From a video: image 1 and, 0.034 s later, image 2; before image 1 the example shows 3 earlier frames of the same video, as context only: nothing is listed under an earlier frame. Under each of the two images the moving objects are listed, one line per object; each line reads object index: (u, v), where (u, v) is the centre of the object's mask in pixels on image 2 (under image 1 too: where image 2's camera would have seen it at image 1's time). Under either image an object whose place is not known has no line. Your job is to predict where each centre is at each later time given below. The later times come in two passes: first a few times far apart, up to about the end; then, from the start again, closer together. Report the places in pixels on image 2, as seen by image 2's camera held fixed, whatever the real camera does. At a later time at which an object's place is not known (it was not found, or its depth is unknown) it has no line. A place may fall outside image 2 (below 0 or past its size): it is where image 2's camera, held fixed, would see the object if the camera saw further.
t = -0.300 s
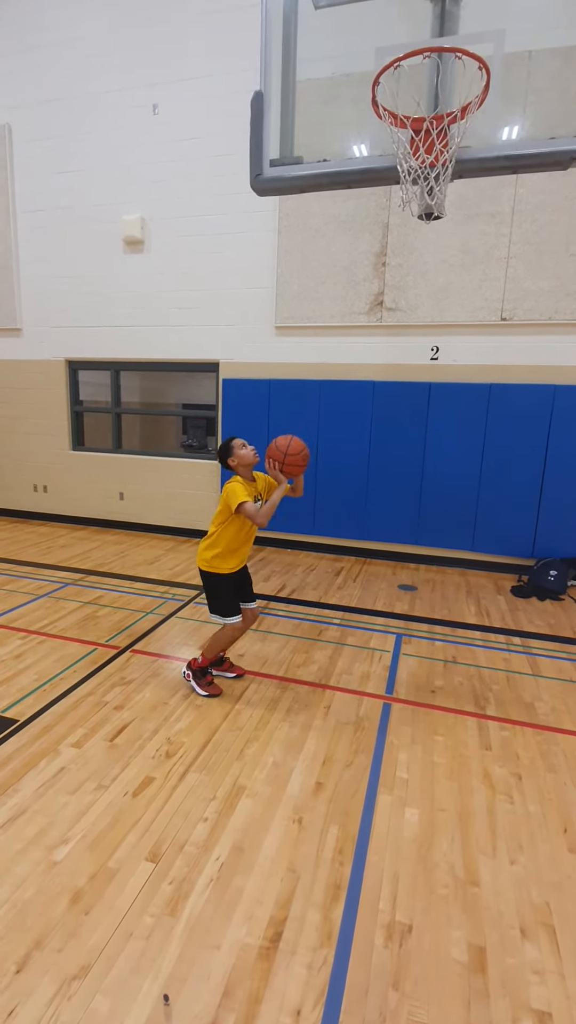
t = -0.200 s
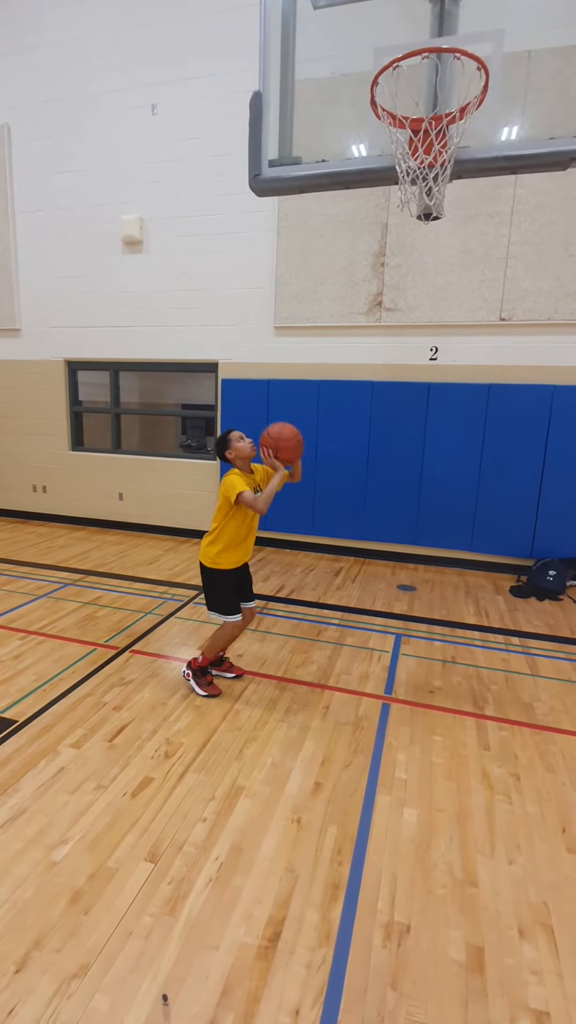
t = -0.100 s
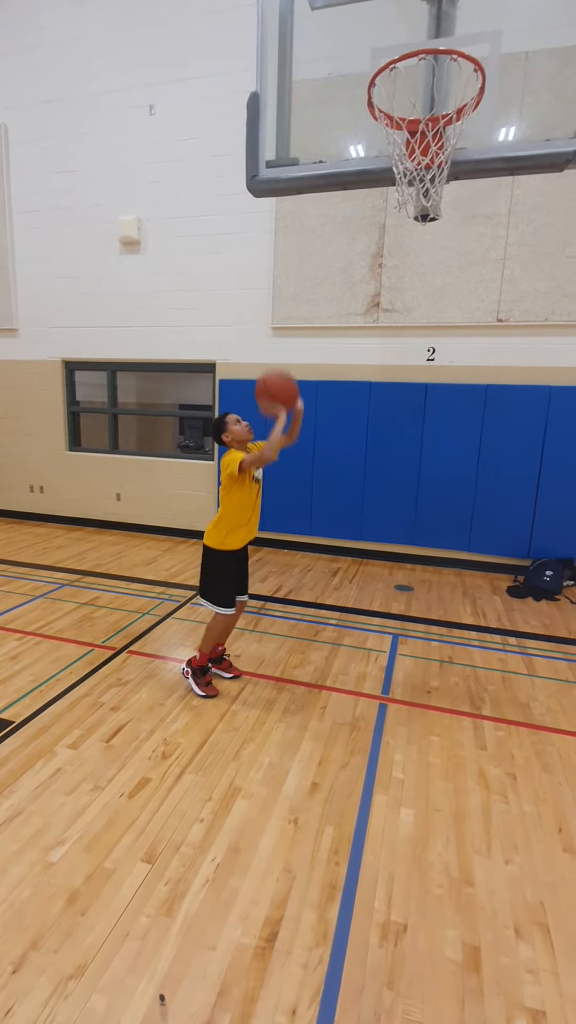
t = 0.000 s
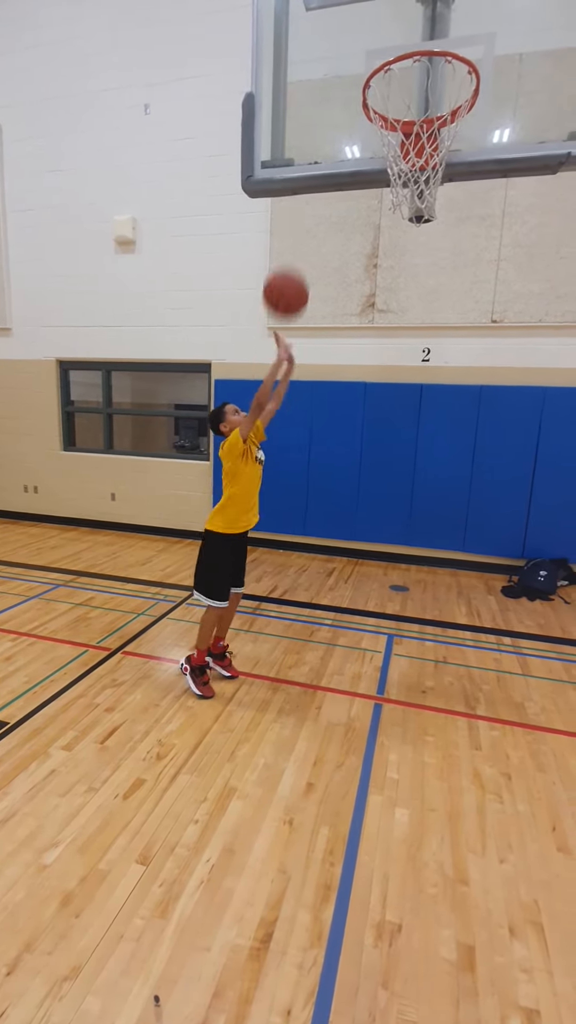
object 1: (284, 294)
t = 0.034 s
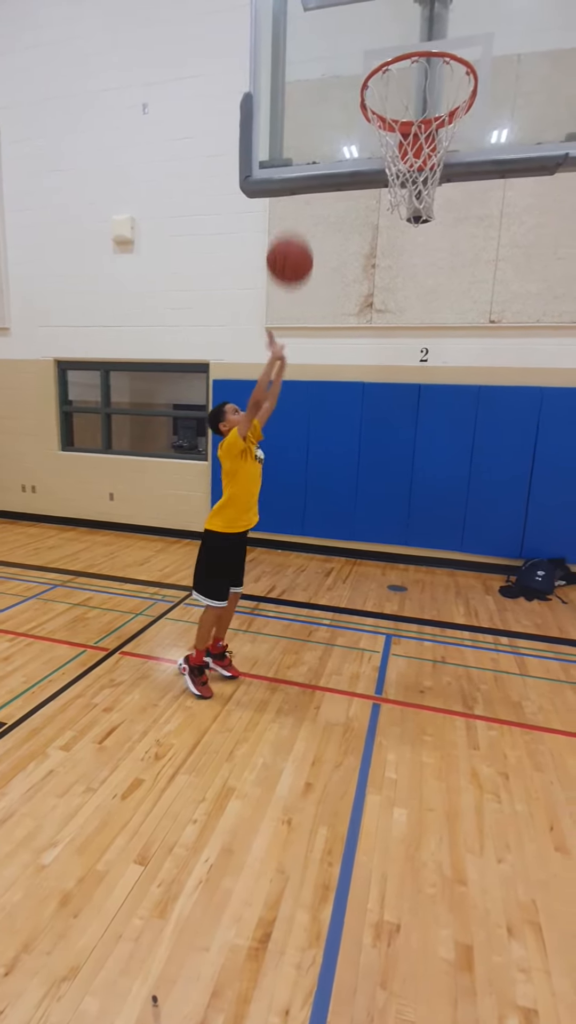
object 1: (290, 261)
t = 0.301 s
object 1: (338, 57)
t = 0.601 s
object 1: (390, 20)
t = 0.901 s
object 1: (425, 190)
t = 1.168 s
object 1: (426, 469)
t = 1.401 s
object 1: (423, 695)
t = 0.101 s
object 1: (302, 199)
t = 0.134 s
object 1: (307, 170)
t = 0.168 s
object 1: (314, 143)
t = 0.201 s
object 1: (320, 118)
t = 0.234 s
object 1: (326, 96)
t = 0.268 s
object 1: (332, 75)
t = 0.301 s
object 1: (338, 57)
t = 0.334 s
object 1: (344, 42)
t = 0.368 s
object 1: (351, 30)
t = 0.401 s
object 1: (357, 23)
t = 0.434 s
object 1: (362, 19)
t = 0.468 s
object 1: (368, 17)
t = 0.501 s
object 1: (374, 16)
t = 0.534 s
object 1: (379, 15)
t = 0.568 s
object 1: (385, 17)
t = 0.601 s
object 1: (390, 20)
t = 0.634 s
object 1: (395, 25)
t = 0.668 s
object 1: (399, 29)
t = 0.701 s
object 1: (404, 46)
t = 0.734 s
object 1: (408, 66)
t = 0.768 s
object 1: (413, 87)
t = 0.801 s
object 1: (416, 105)
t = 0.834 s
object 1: (420, 135)
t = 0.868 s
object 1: (424, 161)
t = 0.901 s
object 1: (425, 190)
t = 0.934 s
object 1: (426, 216)
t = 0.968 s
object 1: (425, 246)
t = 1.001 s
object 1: (426, 279)
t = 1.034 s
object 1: (426, 314)
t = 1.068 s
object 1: (427, 351)
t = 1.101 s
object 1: (426, 390)
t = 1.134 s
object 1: (426, 428)
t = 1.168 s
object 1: (426, 469)
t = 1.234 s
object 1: (425, 552)
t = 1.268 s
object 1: (424, 599)
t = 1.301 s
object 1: (424, 641)
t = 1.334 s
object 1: (423, 683)
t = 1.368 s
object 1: (423, 727)
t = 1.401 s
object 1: (423, 695)
